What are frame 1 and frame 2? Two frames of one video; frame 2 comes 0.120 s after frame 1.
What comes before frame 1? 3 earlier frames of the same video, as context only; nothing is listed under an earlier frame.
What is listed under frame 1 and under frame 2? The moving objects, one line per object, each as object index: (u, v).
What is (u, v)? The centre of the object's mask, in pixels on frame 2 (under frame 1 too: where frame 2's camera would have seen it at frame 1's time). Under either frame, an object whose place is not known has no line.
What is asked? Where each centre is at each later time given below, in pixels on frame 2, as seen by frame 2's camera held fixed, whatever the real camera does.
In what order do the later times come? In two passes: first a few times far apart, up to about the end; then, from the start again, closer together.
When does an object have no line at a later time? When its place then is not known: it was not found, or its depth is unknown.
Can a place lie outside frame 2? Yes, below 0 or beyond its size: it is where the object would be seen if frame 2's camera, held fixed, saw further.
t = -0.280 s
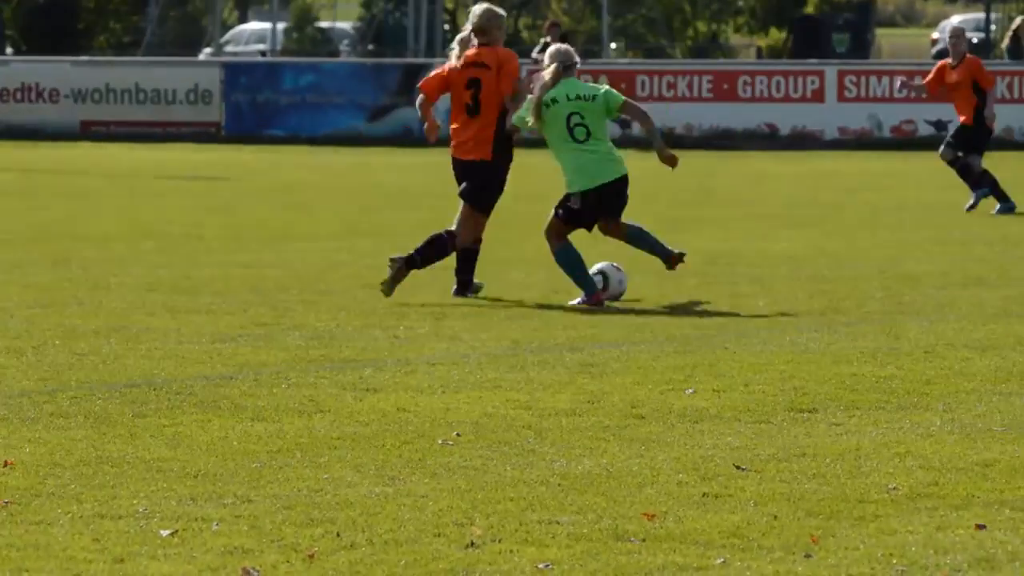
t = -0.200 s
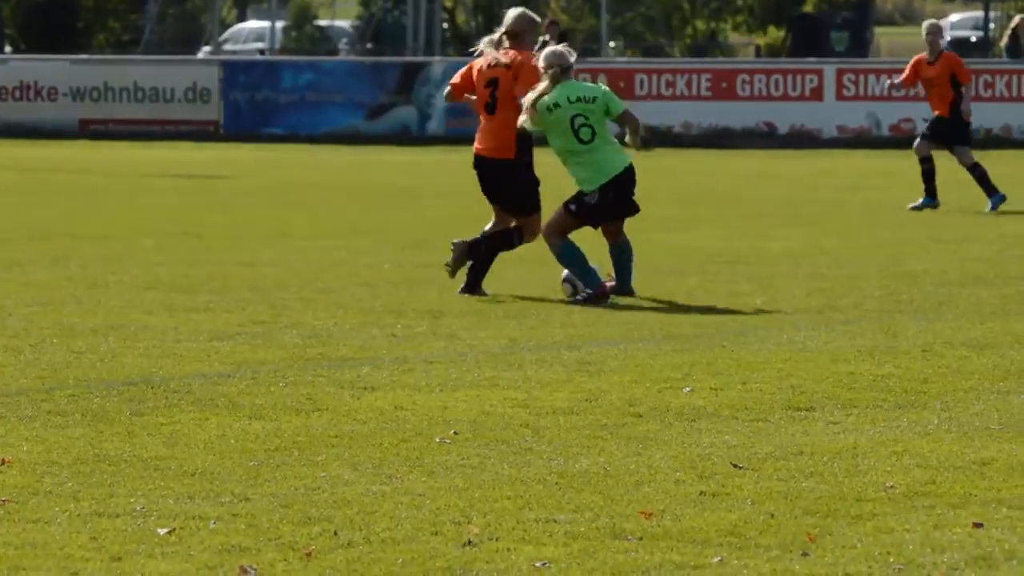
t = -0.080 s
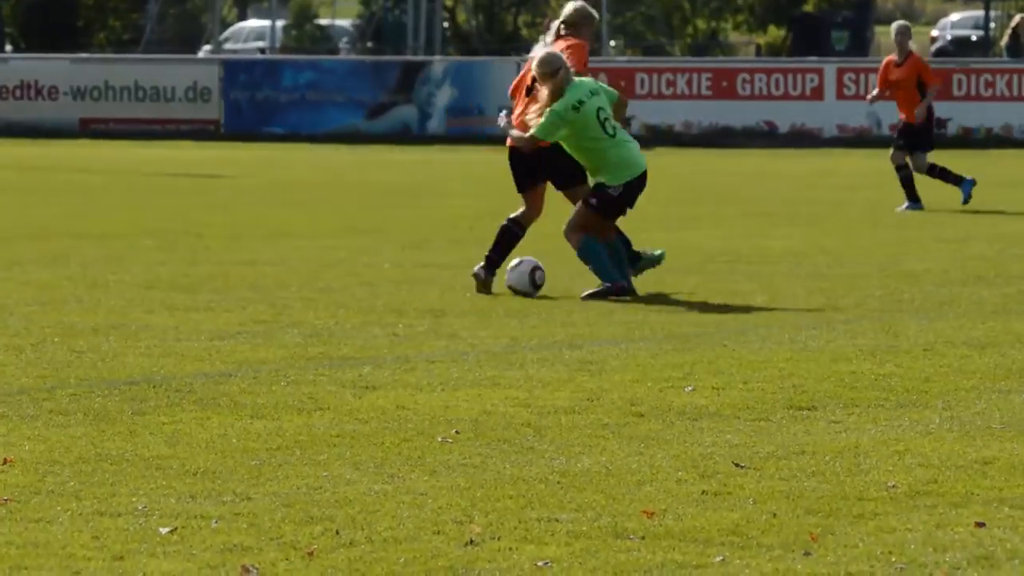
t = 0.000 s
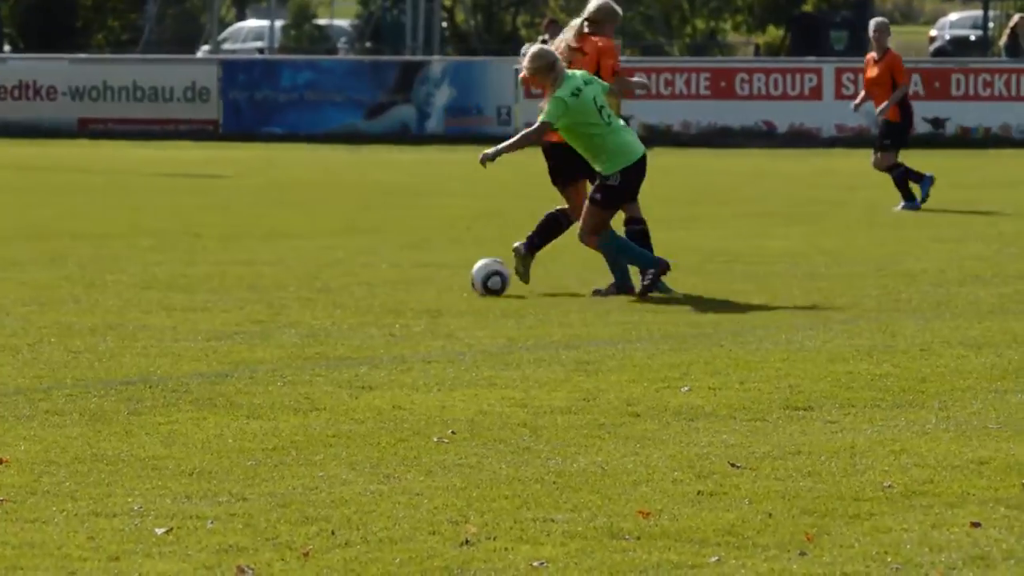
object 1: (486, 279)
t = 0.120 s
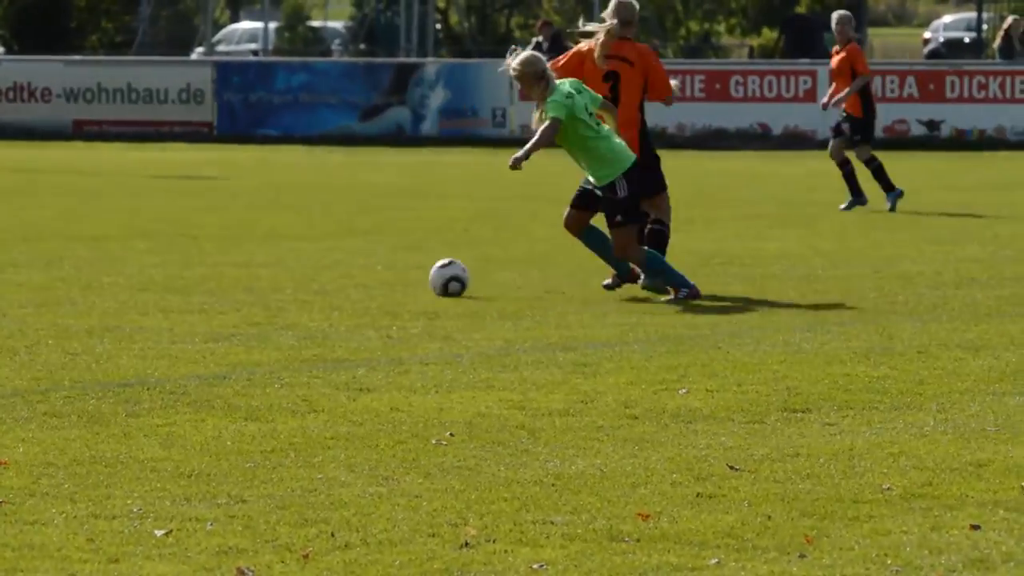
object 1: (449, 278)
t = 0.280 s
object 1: (403, 278)
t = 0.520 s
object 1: (346, 275)
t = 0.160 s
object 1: (437, 278)
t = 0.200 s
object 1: (426, 279)
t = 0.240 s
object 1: (414, 277)
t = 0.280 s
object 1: (403, 278)
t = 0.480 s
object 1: (356, 275)
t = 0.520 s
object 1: (346, 275)
